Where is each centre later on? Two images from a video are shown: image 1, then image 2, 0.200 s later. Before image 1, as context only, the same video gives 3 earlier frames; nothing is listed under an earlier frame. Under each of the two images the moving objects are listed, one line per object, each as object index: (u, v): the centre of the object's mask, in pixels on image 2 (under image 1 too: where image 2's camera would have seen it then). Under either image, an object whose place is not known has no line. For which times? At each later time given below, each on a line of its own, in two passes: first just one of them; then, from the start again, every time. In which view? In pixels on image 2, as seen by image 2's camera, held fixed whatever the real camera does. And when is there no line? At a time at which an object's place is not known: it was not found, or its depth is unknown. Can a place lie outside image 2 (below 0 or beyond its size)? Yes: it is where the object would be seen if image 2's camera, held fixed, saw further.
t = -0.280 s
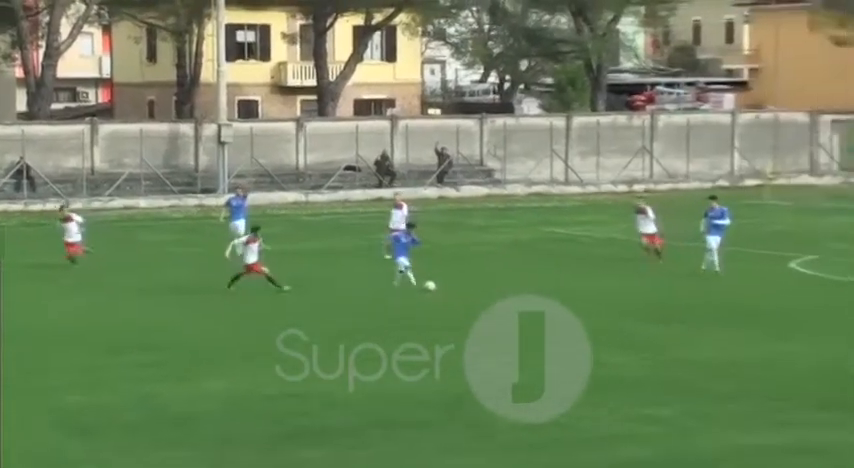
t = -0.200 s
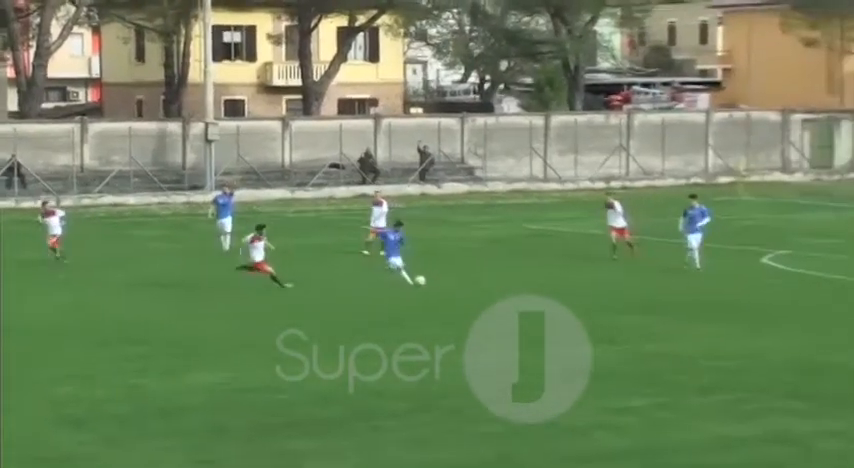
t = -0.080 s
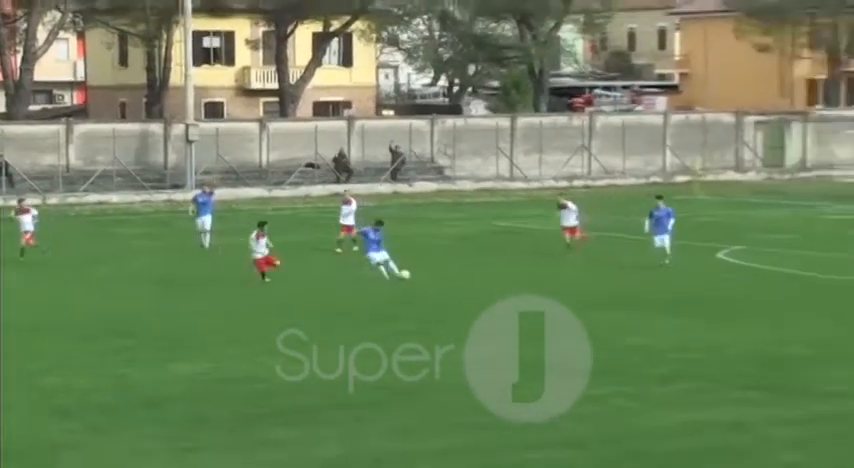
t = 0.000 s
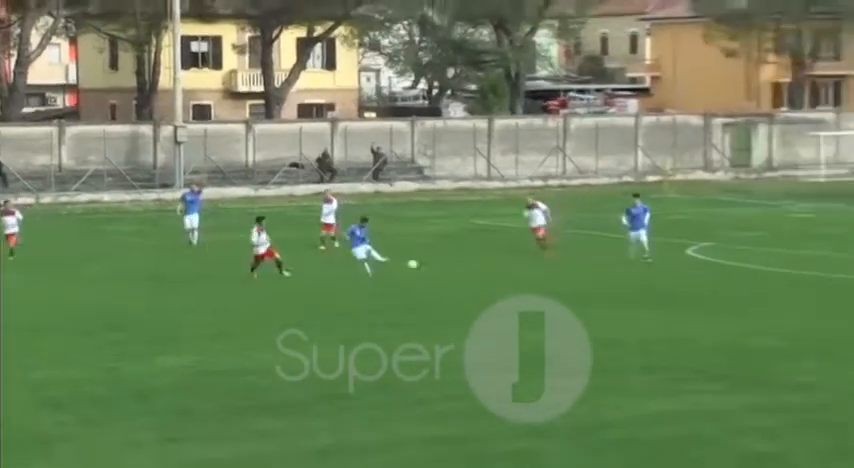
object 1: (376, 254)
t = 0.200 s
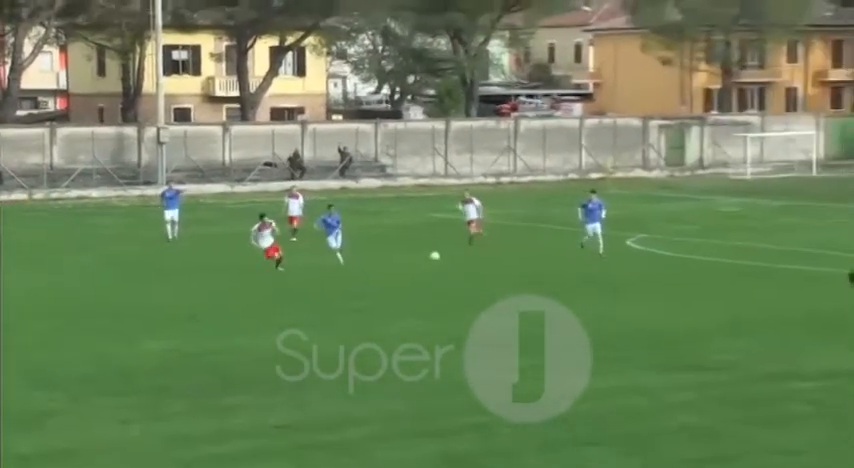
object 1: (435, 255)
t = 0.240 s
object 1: (446, 258)
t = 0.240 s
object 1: (446, 258)
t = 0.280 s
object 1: (457, 262)
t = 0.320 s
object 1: (469, 268)
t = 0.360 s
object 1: (481, 274)
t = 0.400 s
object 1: (492, 283)
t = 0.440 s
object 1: (504, 294)
